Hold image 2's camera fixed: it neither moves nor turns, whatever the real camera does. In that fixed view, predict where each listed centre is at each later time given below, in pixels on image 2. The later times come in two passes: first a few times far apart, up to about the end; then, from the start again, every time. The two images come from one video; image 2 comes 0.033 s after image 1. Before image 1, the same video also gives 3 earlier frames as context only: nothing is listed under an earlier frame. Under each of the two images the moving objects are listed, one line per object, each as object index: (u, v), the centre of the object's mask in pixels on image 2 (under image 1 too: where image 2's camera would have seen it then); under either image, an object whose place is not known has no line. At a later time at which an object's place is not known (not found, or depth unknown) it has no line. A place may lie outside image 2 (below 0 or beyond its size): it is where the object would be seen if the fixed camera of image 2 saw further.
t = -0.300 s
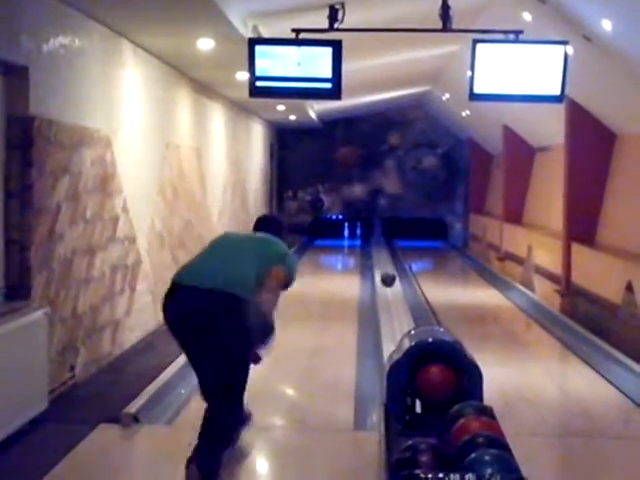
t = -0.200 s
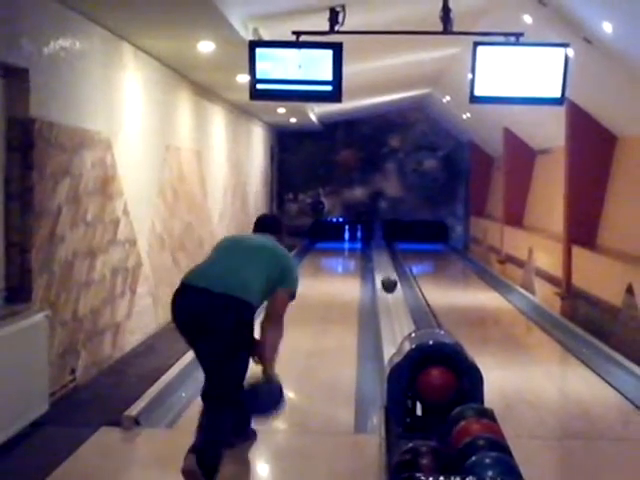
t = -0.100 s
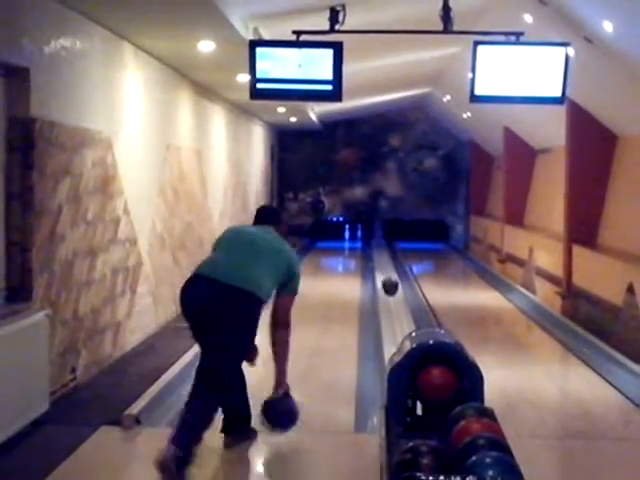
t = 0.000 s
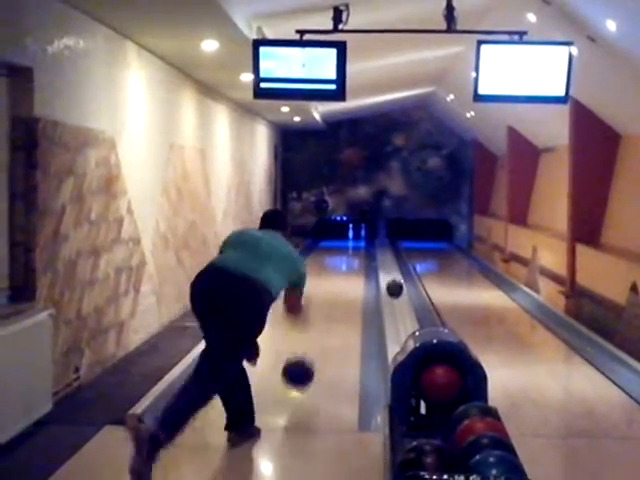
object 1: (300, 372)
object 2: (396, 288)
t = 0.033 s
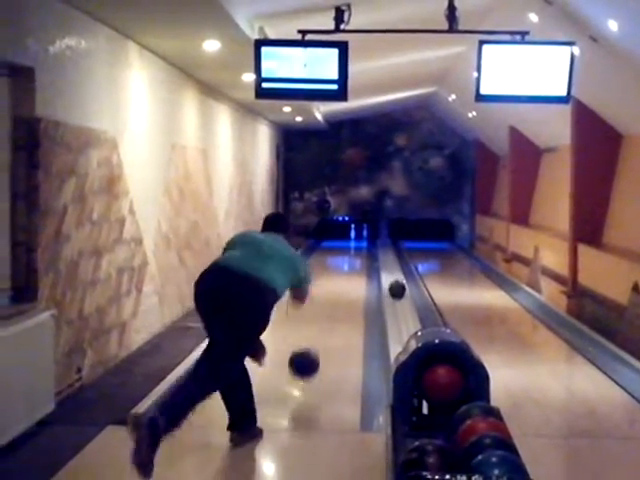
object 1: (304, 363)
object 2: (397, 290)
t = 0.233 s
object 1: (320, 336)
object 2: (398, 297)
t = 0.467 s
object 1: (331, 305)
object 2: (399, 305)
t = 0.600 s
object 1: (337, 293)
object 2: (402, 311)
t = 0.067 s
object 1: (307, 356)
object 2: (397, 291)
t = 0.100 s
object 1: (310, 350)
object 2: (396, 292)
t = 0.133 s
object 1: (313, 347)
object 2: (396, 293)
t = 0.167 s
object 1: (315, 346)
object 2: (397, 295)
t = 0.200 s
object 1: (317, 341)
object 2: (396, 296)
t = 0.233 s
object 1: (320, 336)
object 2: (398, 297)
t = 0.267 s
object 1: (322, 330)
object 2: (398, 297)
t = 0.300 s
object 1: (324, 325)
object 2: (398, 298)
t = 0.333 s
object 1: (325, 320)
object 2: (398, 300)
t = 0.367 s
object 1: (327, 316)
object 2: (399, 301)
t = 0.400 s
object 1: (328, 312)
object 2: (399, 302)
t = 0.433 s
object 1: (330, 309)
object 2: (399, 304)
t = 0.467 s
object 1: (331, 305)
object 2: (399, 305)
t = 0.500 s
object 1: (333, 301)
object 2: (401, 306)
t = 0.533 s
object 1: (335, 299)
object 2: (401, 308)
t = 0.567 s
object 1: (336, 295)
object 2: (401, 309)
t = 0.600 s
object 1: (337, 293)
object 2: (402, 311)
